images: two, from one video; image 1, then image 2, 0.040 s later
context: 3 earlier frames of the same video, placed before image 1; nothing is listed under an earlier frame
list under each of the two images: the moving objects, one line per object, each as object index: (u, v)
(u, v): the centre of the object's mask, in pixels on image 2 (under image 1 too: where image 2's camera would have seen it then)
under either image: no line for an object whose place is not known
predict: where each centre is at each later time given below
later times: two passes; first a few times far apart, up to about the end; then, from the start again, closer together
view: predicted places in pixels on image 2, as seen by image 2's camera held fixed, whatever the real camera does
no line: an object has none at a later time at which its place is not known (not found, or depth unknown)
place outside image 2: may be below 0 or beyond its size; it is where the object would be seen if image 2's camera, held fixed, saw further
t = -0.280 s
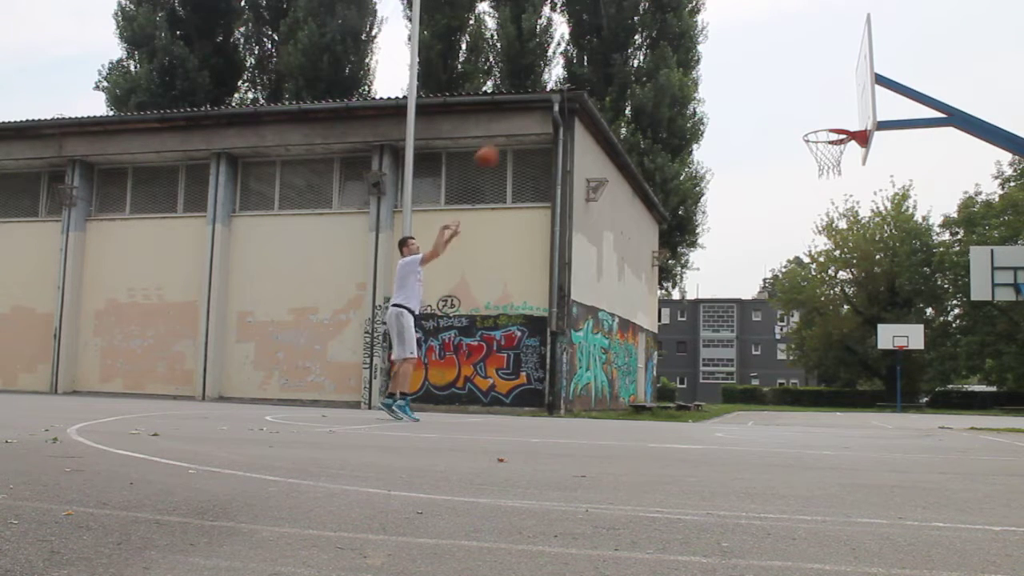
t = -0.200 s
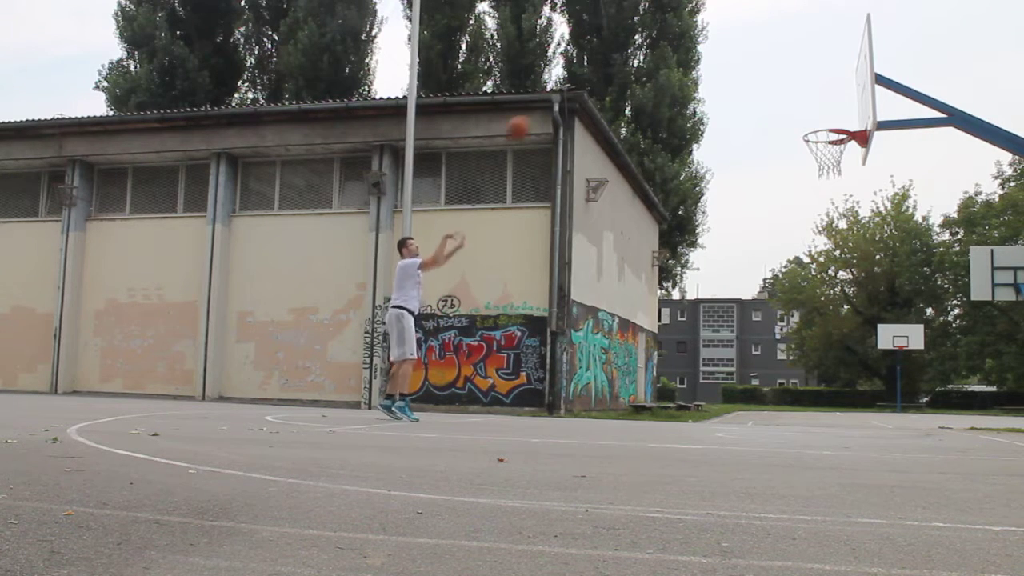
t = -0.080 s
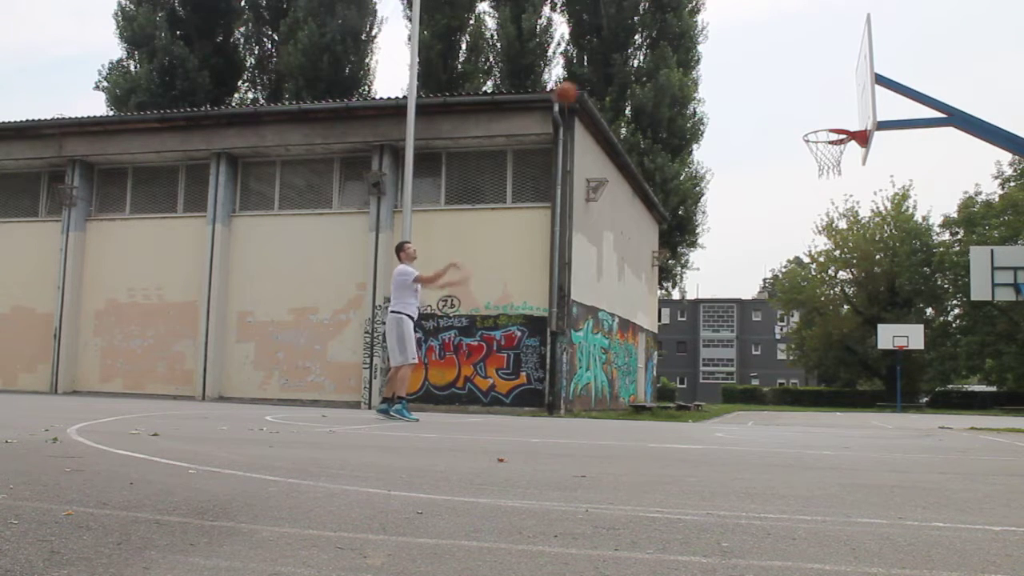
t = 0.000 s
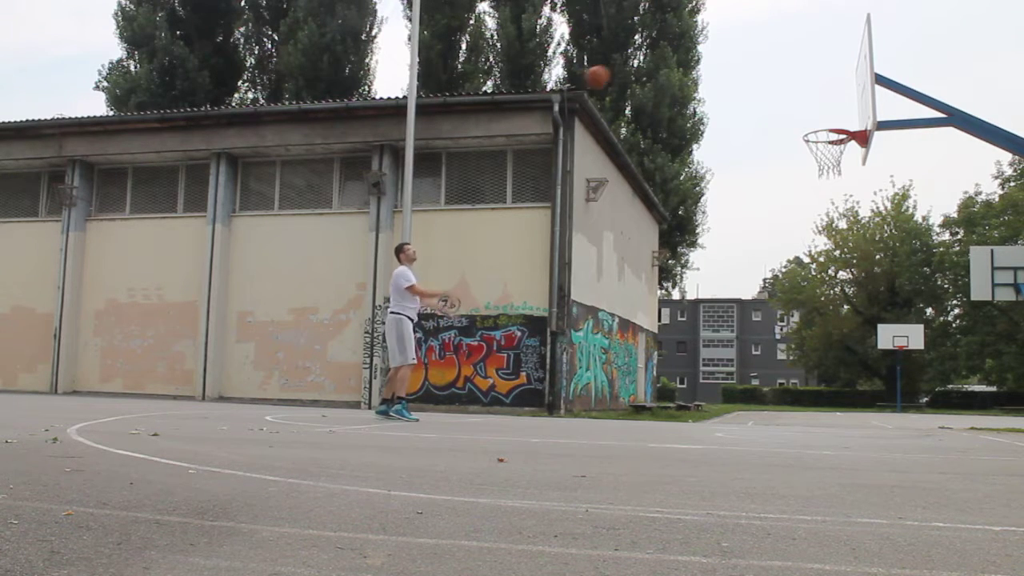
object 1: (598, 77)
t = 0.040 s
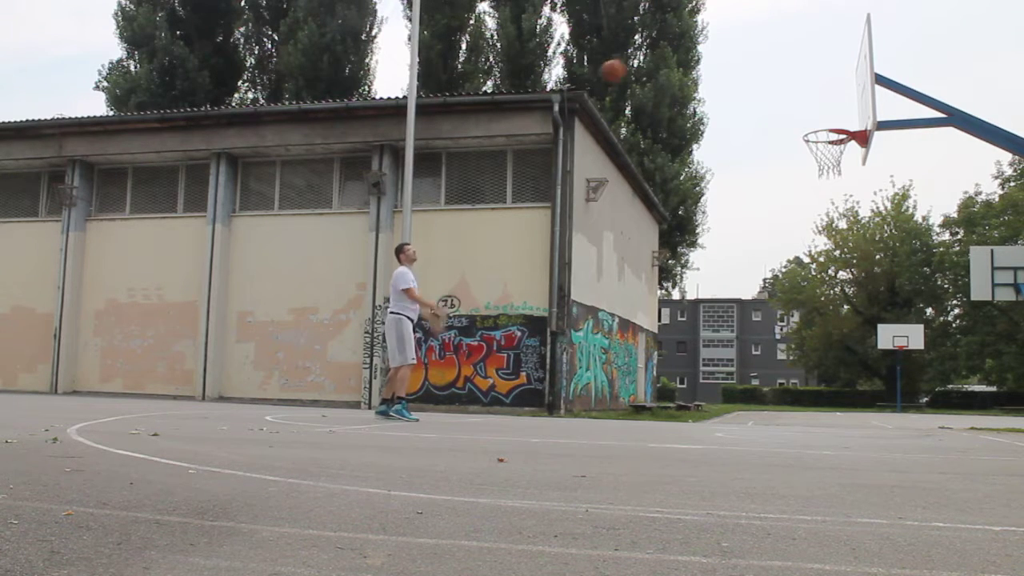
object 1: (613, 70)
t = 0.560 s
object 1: (827, 122)
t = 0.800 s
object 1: (820, 154)
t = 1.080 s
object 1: (833, 175)
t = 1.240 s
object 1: (845, 213)
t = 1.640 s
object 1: (874, 427)
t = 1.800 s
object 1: (886, 349)
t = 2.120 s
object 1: (912, 270)
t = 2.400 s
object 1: (936, 288)
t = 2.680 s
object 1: (962, 392)
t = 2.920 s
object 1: (982, 368)
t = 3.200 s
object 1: (1005, 328)
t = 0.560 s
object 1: (827, 122)
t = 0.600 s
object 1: (833, 136)
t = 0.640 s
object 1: (828, 147)
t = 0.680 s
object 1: (822, 153)
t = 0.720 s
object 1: (820, 153)
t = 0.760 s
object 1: (821, 153)
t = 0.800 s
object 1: (820, 154)
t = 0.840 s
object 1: (821, 156)
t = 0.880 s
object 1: (821, 158)
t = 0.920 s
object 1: (823, 161)
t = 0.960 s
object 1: (825, 163)
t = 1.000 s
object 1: (828, 165)
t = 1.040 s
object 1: (830, 169)
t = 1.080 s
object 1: (833, 175)
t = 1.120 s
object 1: (836, 182)
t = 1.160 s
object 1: (839, 191)
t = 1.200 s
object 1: (842, 201)
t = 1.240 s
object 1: (845, 213)
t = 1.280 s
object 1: (848, 228)
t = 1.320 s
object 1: (852, 242)
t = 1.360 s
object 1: (856, 258)
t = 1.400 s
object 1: (858, 278)
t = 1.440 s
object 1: (860, 300)
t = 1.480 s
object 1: (863, 323)
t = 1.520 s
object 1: (865, 346)
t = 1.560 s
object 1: (869, 372)
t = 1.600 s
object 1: (872, 401)
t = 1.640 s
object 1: (874, 427)
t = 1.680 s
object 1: (878, 403)
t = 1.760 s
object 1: (884, 366)
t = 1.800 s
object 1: (886, 349)
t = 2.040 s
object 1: (906, 279)
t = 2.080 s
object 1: (909, 274)
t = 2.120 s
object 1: (912, 270)
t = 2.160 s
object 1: (915, 268)
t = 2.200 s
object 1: (919, 266)
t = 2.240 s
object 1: (922, 267)
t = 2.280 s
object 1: (925, 269)
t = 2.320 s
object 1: (929, 273)
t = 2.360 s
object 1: (933, 279)
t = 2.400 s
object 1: (936, 288)
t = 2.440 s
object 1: (940, 296)
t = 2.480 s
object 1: (943, 307)
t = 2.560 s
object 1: (951, 335)
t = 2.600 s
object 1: (954, 353)
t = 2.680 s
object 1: (962, 392)
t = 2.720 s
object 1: (965, 411)
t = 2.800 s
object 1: (972, 409)
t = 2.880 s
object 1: (979, 381)
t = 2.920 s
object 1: (982, 368)
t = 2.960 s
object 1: (985, 357)
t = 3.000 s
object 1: (988, 347)
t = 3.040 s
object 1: (992, 340)
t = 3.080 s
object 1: (995, 334)
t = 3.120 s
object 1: (998, 331)
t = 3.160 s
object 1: (1002, 329)
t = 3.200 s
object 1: (1005, 328)
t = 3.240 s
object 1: (1008, 328)
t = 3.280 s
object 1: (1011, 331)
